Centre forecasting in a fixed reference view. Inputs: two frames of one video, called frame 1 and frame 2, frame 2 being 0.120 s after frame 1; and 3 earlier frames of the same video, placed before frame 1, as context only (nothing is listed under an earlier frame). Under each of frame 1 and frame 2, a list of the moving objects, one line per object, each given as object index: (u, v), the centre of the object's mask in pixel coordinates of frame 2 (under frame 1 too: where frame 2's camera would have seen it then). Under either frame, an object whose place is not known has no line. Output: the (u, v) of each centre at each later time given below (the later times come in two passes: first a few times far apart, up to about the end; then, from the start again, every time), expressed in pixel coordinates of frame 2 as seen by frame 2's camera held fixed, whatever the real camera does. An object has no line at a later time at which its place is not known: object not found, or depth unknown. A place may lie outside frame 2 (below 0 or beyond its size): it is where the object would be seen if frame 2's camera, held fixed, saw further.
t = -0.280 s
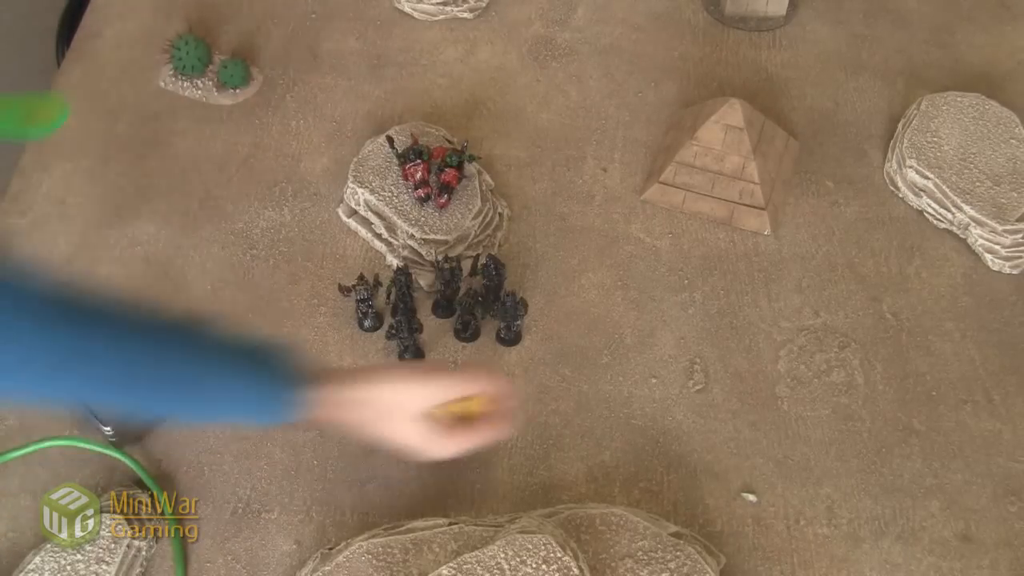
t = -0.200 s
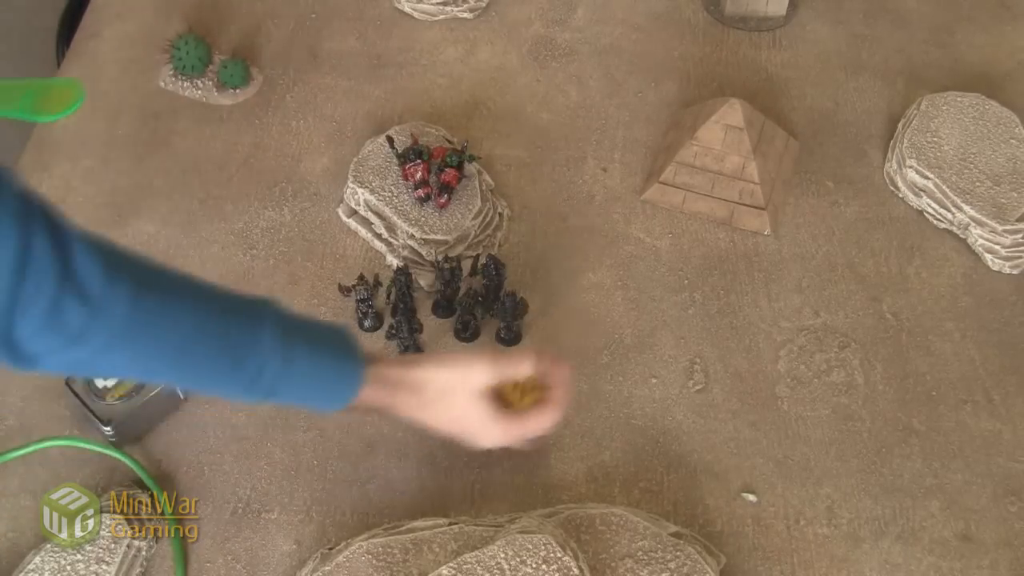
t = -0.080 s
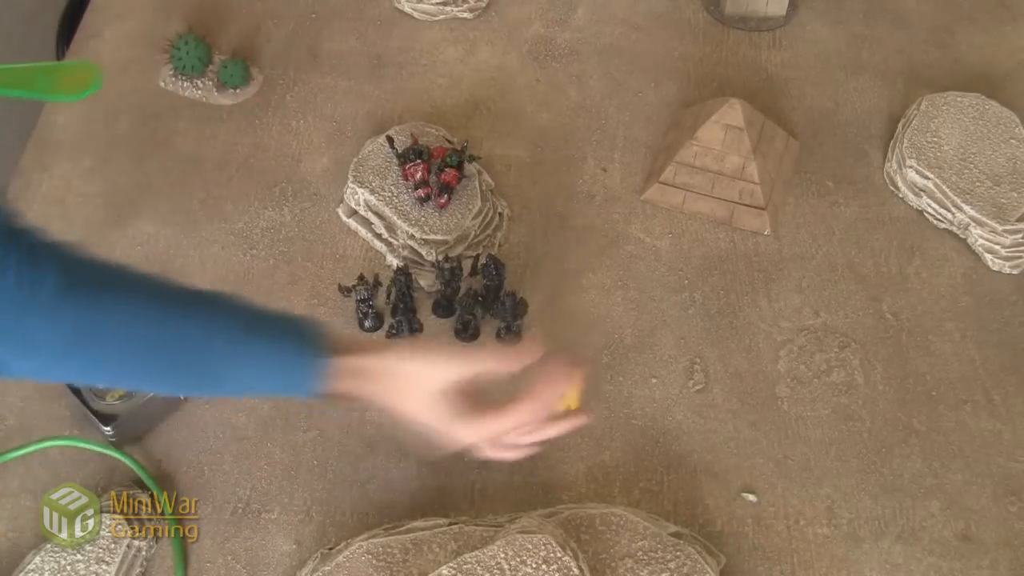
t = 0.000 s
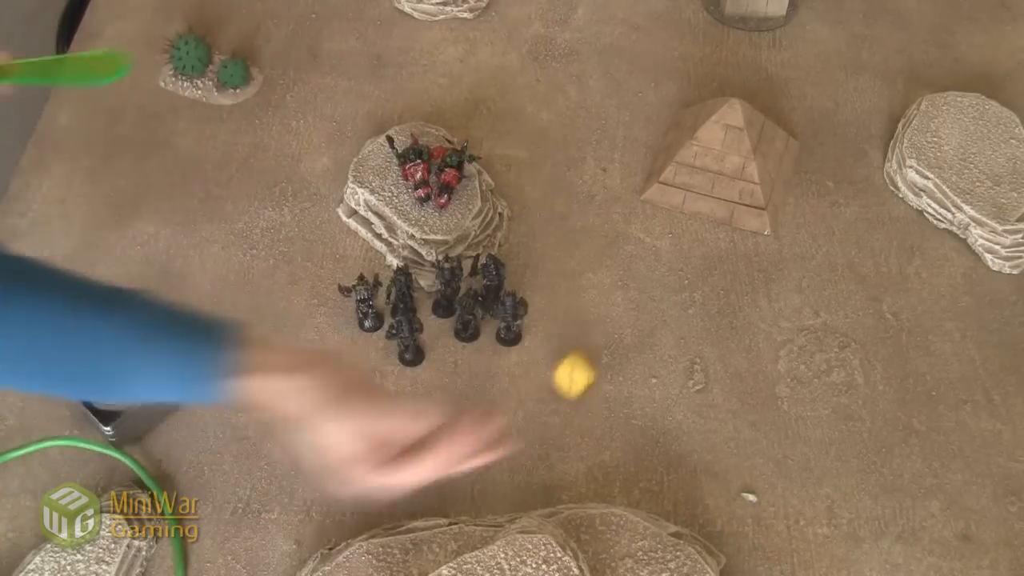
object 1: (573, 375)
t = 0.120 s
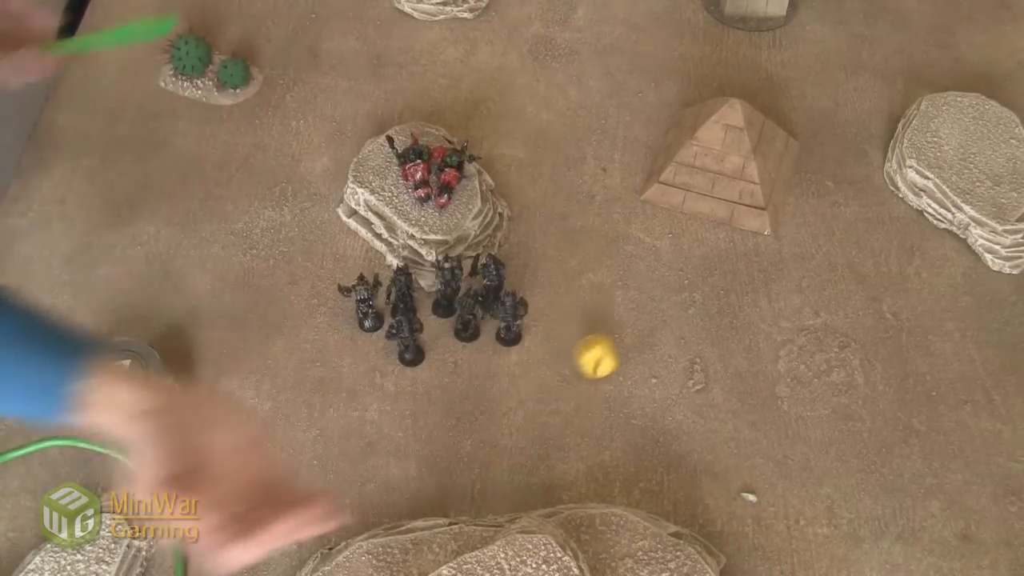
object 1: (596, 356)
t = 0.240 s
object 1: (626, 349)
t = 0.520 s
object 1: (671, 316)
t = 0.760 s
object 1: (695, 294)
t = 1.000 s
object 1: (692, 309)
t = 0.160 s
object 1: (607, 353)
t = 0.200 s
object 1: (616, 351)
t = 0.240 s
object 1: (626, 349)
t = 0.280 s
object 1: (635, 345)
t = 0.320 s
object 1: (643, 340)
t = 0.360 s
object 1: (649, 335)
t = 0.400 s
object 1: (653, 329)
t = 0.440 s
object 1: (658, 323)
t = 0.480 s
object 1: (664, 319)
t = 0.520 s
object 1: (671, 316)
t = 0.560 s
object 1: (679, 313)
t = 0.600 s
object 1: (689, 310)
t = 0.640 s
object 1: (695, 306)
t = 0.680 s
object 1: (696, 299)
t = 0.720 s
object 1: (696, 295)
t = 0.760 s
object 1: (695, 294)
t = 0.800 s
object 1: (693, 295)
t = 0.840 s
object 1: (691, 298)
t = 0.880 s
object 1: (689, 304)
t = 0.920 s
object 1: (686, 307)
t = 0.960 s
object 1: (688, 309)
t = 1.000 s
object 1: (692, 309)
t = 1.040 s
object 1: (691, 308)
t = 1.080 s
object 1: (690, 308)
